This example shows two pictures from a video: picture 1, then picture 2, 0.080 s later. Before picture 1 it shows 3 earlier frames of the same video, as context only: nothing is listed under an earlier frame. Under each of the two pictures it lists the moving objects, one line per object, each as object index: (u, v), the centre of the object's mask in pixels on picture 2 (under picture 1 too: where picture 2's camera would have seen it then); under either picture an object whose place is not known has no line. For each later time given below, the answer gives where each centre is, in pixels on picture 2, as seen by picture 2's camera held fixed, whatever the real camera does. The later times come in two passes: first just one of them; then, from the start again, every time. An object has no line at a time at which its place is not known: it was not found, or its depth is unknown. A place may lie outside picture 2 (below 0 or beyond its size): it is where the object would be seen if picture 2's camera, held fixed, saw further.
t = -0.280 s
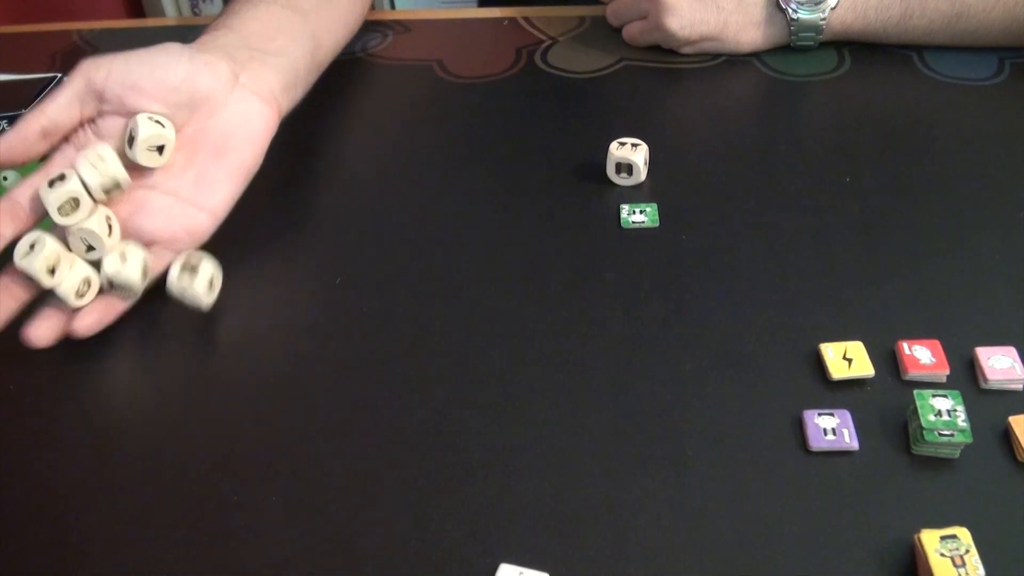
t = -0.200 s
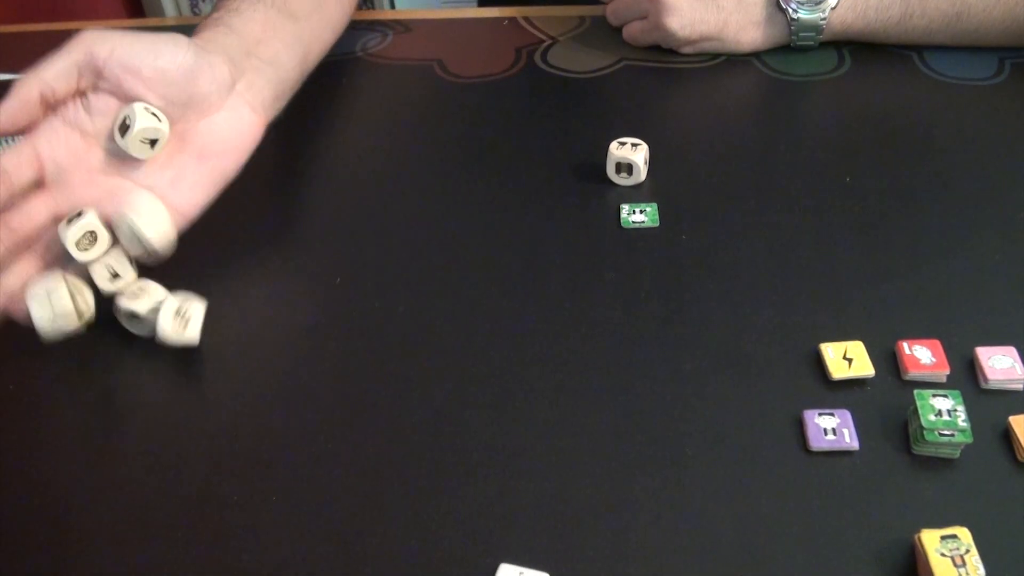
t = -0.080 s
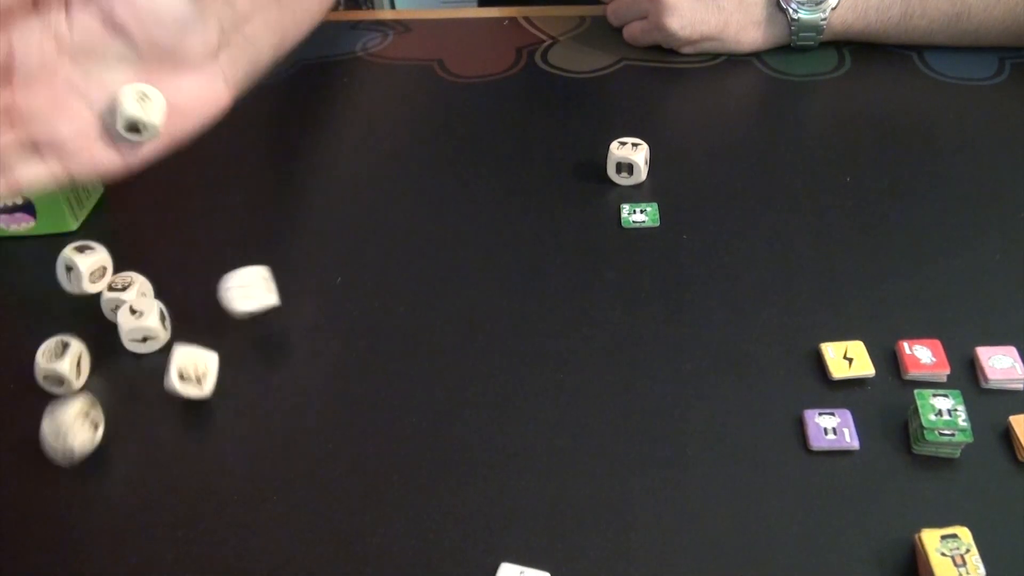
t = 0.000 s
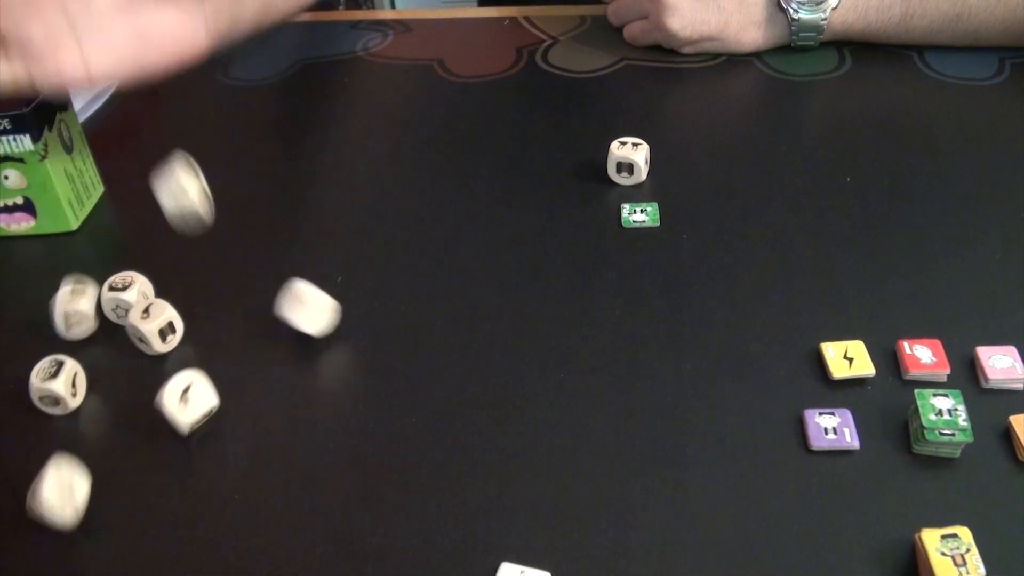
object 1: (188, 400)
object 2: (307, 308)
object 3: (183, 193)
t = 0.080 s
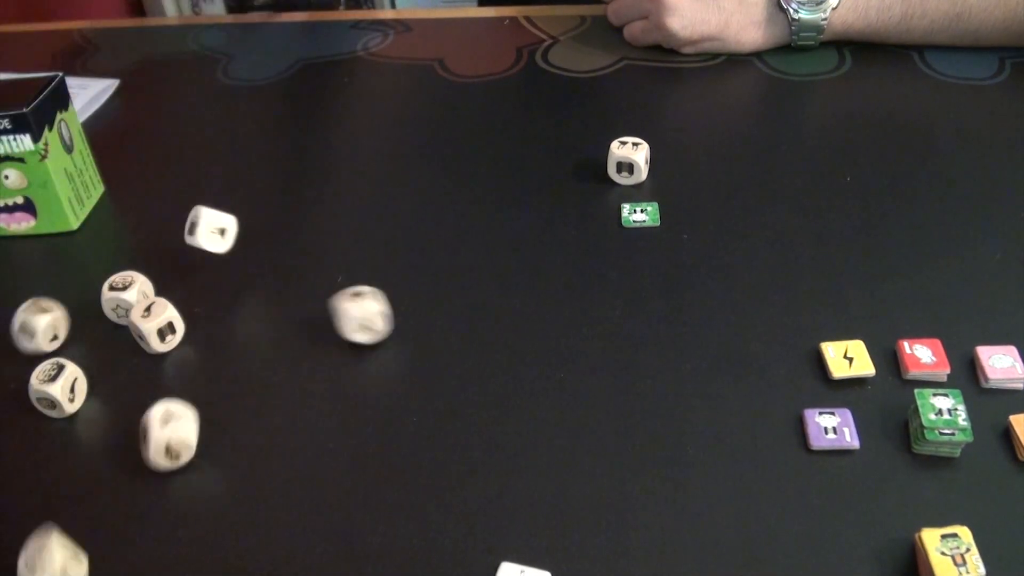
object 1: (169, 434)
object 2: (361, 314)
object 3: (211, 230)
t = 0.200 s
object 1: (121, 479)
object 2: (422, 321)
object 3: (248, 253)
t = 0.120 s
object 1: (153, 451)
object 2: (386, 314)
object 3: (223, 243)
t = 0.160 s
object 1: (136, 463)
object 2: (408, 318)
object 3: (235, 250)
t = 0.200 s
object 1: (121, 479)
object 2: (422, 321)
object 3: (248, 253)
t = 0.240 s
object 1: (101, 488)
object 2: (430, 321)
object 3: (261, 256)
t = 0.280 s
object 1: (87, 498)
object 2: (432, 323)
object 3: (270, 261)
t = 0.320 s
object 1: (80, 505)
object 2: (433, 325)
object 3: (274, 268)
